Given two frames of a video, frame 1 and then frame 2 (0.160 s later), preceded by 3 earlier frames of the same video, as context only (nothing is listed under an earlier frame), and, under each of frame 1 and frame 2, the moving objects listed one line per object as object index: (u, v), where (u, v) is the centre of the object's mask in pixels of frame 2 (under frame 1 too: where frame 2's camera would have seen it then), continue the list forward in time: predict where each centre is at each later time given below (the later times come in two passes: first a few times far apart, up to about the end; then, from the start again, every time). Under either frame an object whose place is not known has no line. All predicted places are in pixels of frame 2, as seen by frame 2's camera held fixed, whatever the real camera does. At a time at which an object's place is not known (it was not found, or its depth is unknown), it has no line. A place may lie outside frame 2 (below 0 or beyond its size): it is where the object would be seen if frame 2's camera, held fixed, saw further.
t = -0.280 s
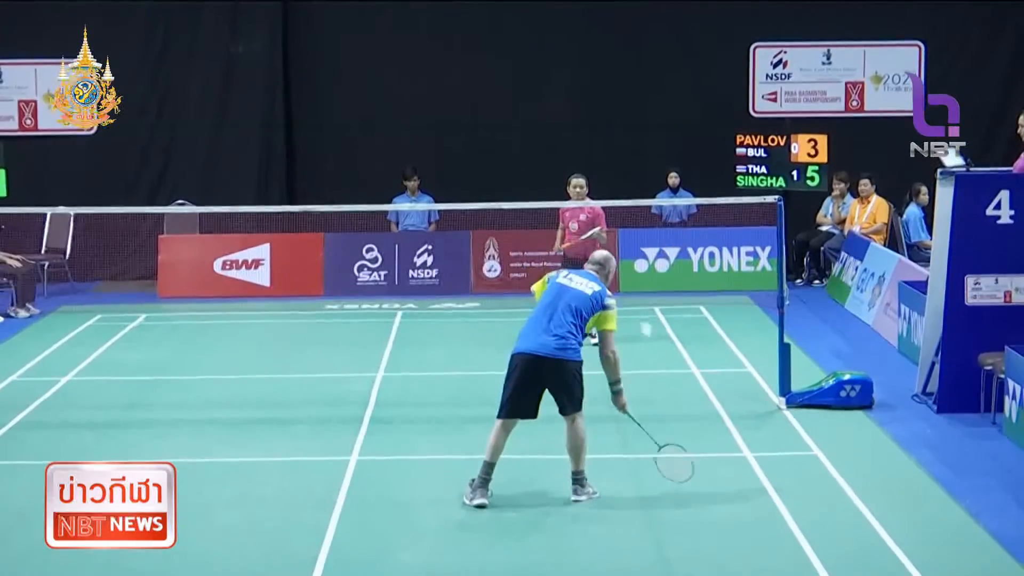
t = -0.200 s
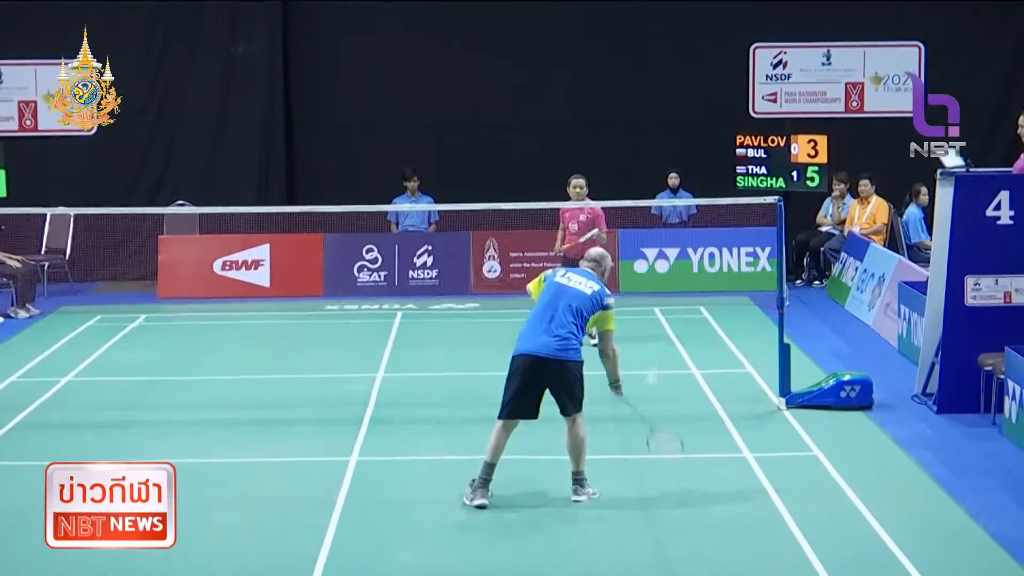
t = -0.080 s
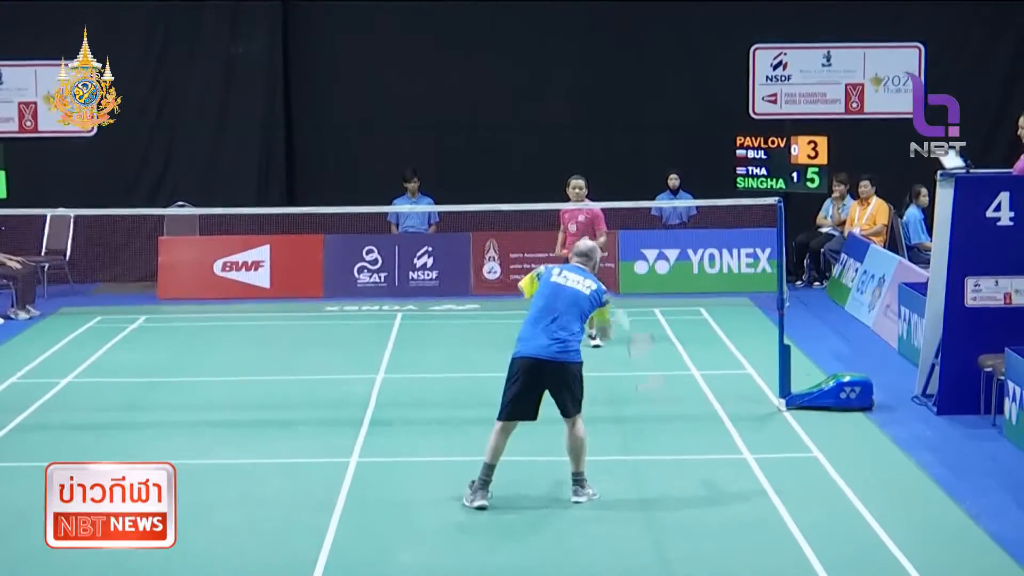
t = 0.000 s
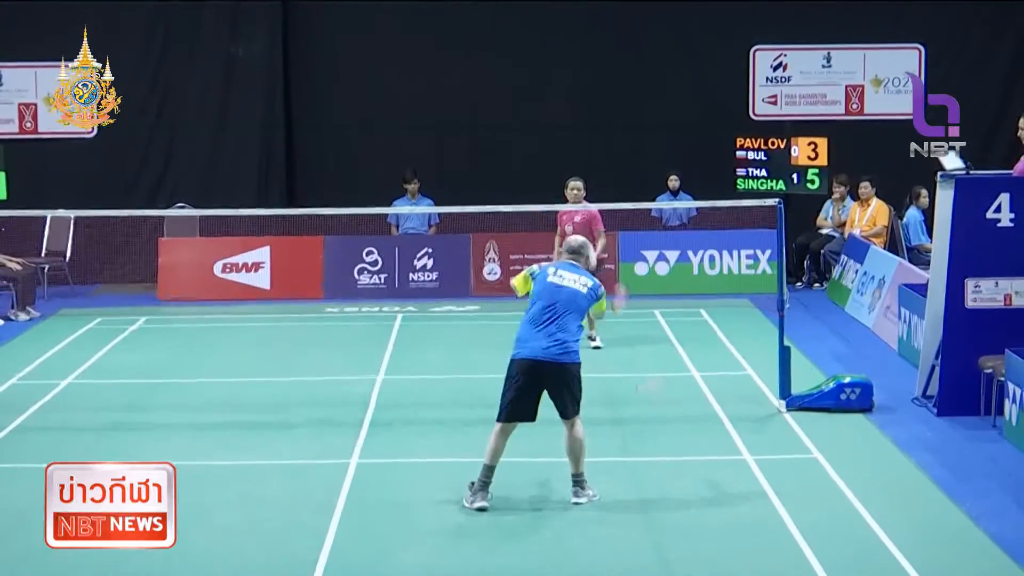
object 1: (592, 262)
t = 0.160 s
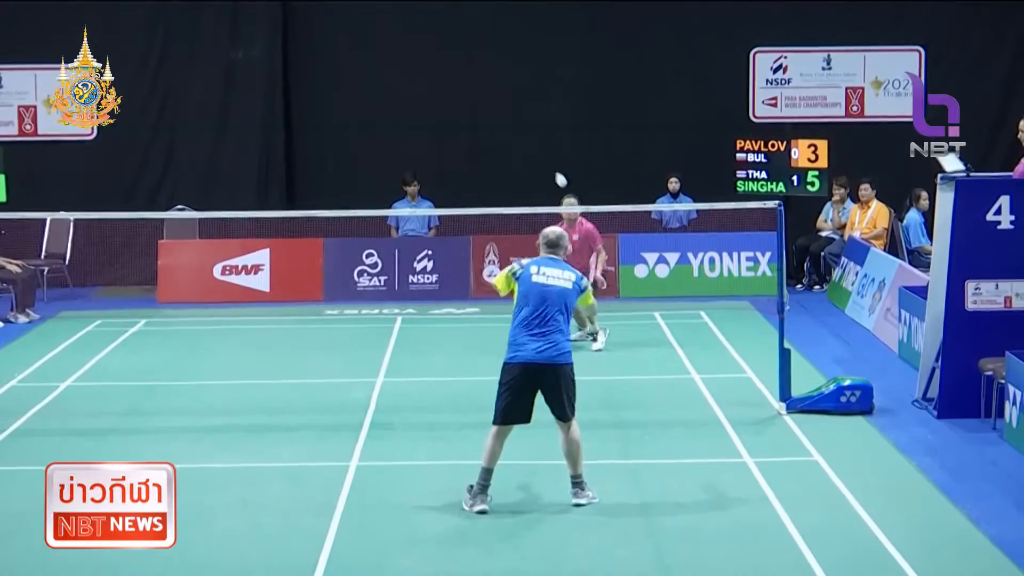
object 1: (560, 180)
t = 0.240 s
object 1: (546, 161)
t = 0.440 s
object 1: (520, 152)
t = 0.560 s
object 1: (509, 171)
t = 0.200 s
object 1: (553, 169)
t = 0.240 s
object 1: (546, 161)
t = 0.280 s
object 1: (540, 154)
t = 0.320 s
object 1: (535, 151)
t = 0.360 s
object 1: (529, 149)
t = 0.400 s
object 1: (525, 149)
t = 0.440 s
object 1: (520, 152)
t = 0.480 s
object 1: (516, 156)
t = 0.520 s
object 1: (512, 163)
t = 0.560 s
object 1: (509, 171)
